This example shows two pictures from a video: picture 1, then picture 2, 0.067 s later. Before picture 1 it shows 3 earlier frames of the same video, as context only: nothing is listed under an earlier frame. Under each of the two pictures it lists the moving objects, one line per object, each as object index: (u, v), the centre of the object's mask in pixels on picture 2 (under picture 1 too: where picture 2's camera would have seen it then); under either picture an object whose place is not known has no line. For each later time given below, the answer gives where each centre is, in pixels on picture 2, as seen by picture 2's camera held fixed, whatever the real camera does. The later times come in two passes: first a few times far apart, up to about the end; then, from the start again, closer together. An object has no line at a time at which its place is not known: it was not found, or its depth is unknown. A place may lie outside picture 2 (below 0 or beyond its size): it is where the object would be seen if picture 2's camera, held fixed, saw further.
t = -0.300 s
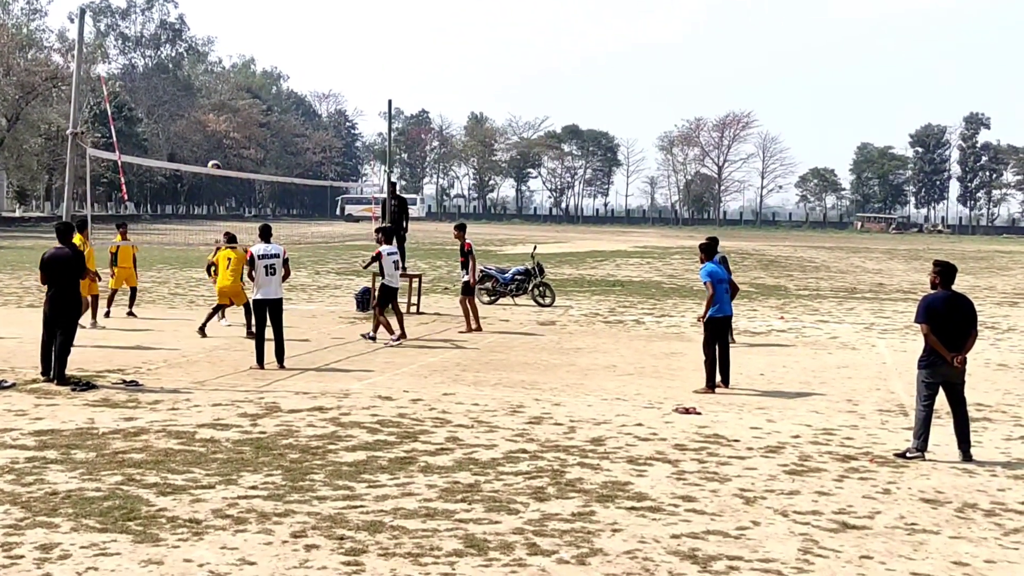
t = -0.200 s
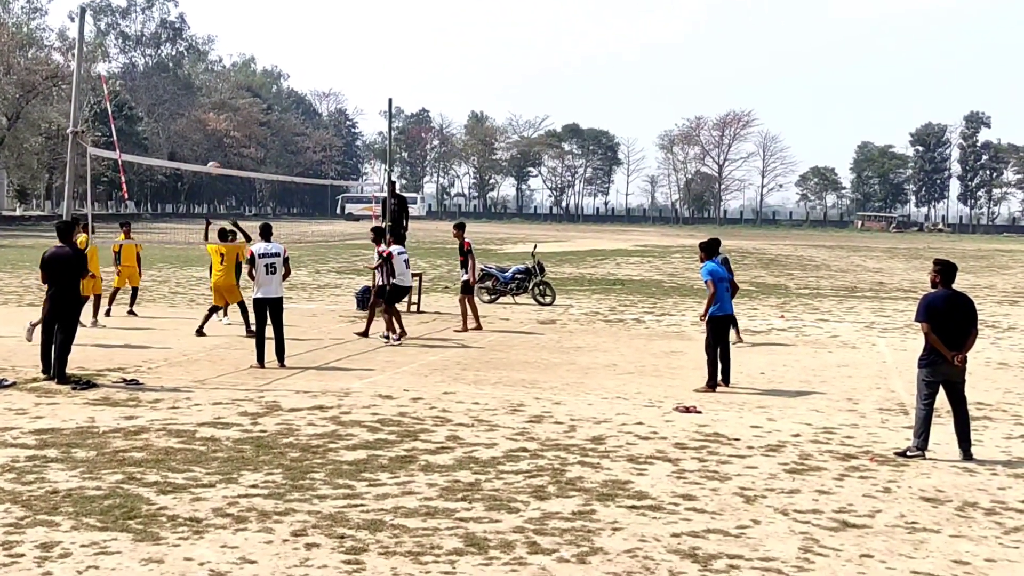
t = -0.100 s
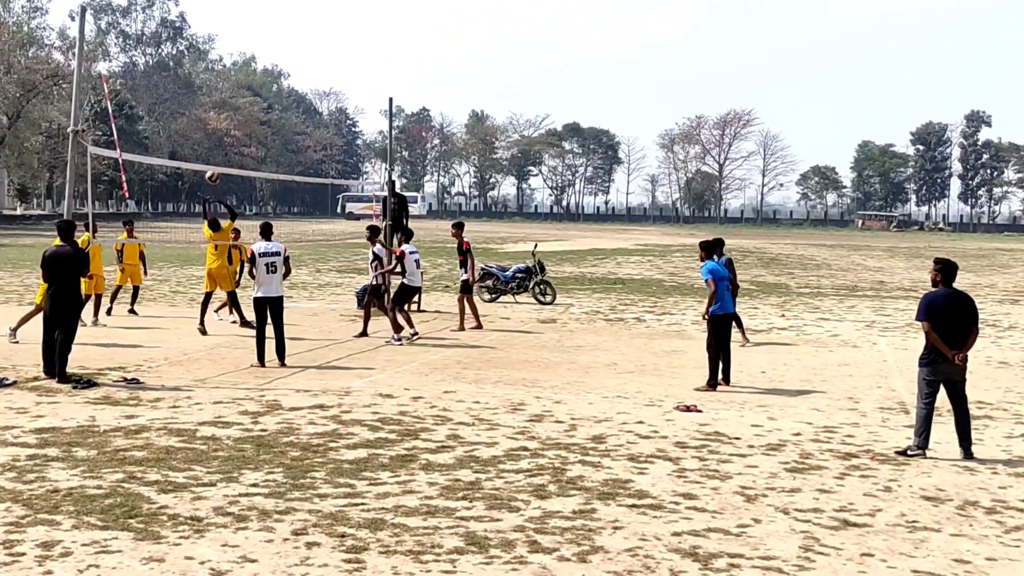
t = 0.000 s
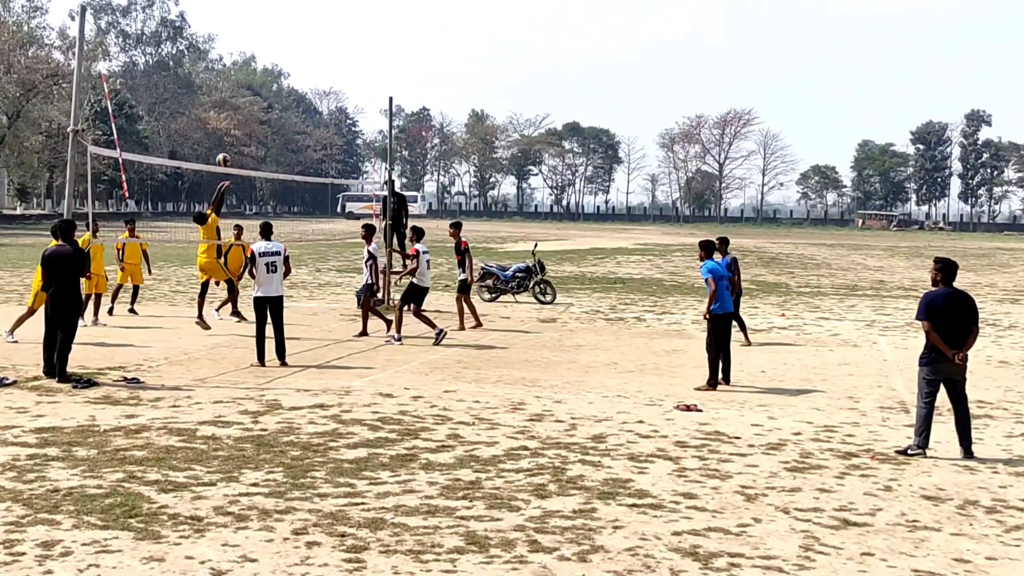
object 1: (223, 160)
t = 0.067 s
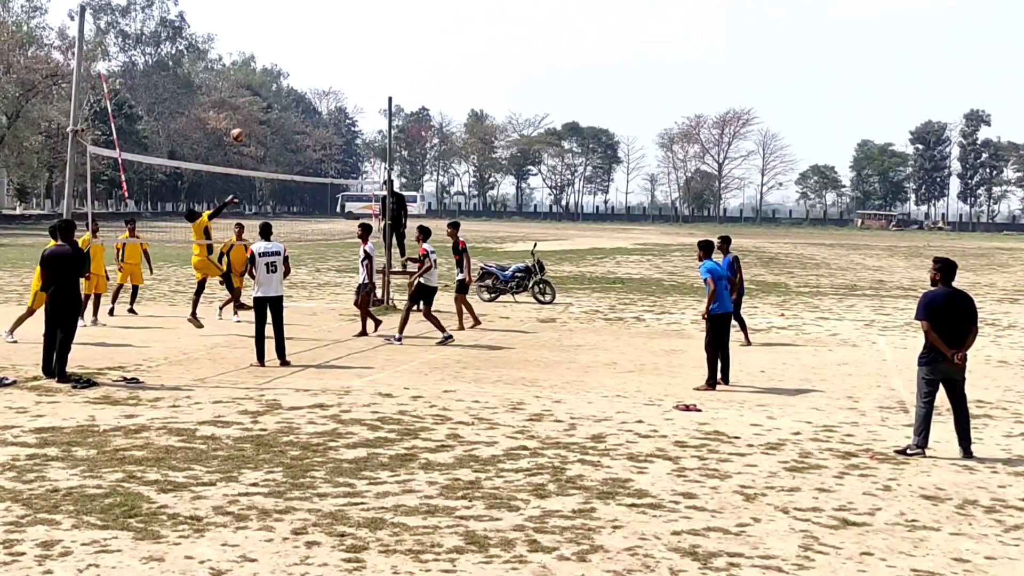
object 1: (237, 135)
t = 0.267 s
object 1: (284, 78)
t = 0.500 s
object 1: (338, 44)
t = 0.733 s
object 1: (393, 46)
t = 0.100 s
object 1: (245, 123)
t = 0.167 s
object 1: (260, 103)
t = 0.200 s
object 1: (268, 94)
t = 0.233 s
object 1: (276, 85)
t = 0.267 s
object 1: (284, 78)
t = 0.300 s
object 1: (292, 71)
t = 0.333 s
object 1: (300, 64)
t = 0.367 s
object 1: (308, 58)
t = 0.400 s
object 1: (315, 53)
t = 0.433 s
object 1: (322, 48)
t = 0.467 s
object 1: (330, 46)
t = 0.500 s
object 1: (338, 44)
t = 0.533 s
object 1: (346, 42)
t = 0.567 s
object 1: (353, 41)
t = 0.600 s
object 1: (361, 40)
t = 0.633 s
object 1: (369, 41)
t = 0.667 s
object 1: (377, 42)
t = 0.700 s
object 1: (385, 43)
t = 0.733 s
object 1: (393, 46)
